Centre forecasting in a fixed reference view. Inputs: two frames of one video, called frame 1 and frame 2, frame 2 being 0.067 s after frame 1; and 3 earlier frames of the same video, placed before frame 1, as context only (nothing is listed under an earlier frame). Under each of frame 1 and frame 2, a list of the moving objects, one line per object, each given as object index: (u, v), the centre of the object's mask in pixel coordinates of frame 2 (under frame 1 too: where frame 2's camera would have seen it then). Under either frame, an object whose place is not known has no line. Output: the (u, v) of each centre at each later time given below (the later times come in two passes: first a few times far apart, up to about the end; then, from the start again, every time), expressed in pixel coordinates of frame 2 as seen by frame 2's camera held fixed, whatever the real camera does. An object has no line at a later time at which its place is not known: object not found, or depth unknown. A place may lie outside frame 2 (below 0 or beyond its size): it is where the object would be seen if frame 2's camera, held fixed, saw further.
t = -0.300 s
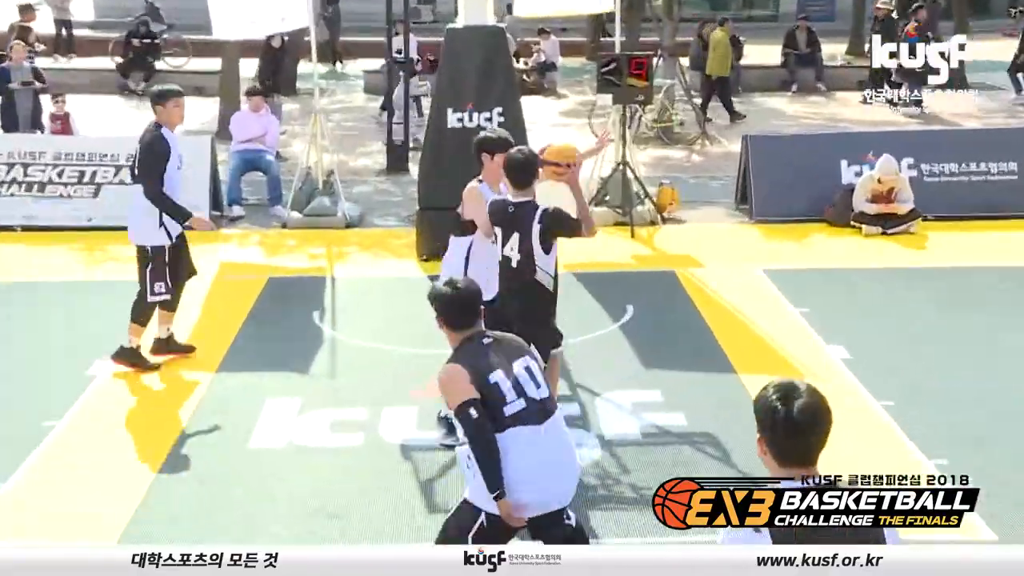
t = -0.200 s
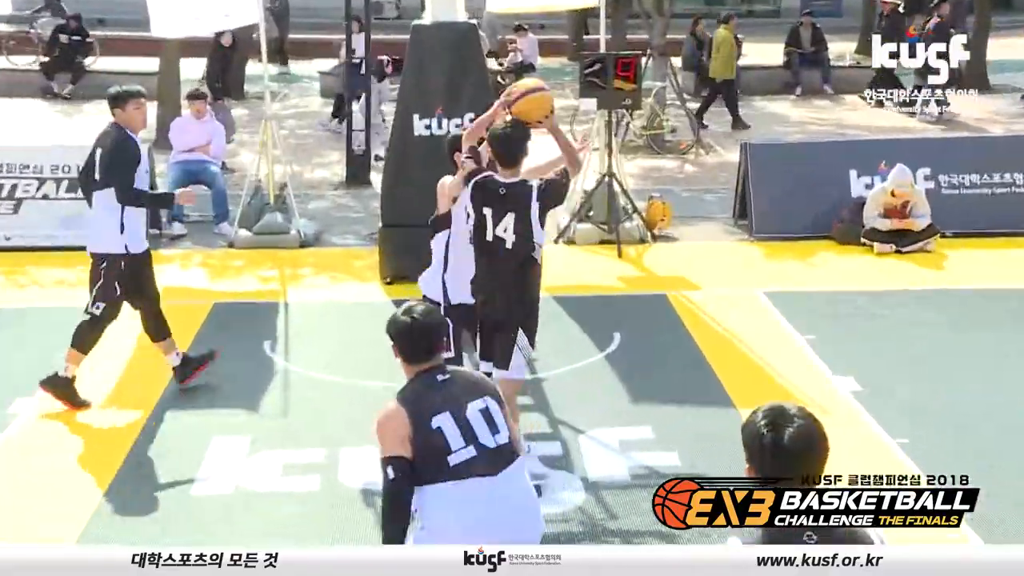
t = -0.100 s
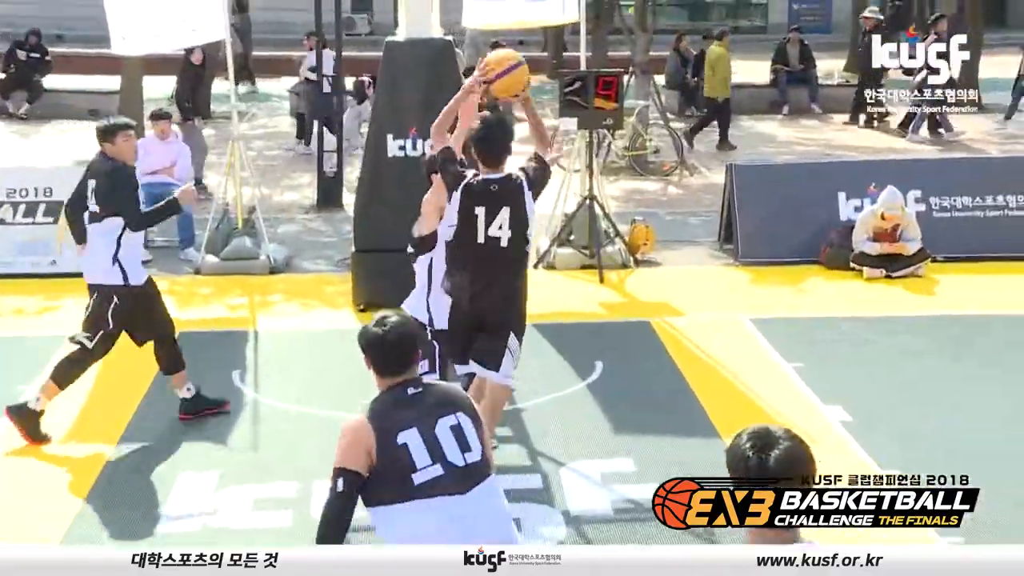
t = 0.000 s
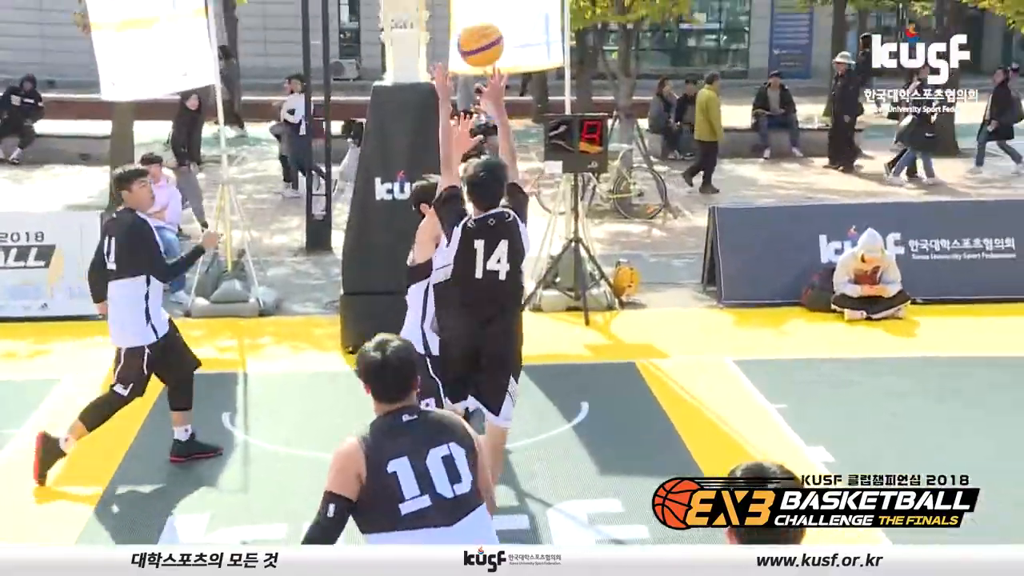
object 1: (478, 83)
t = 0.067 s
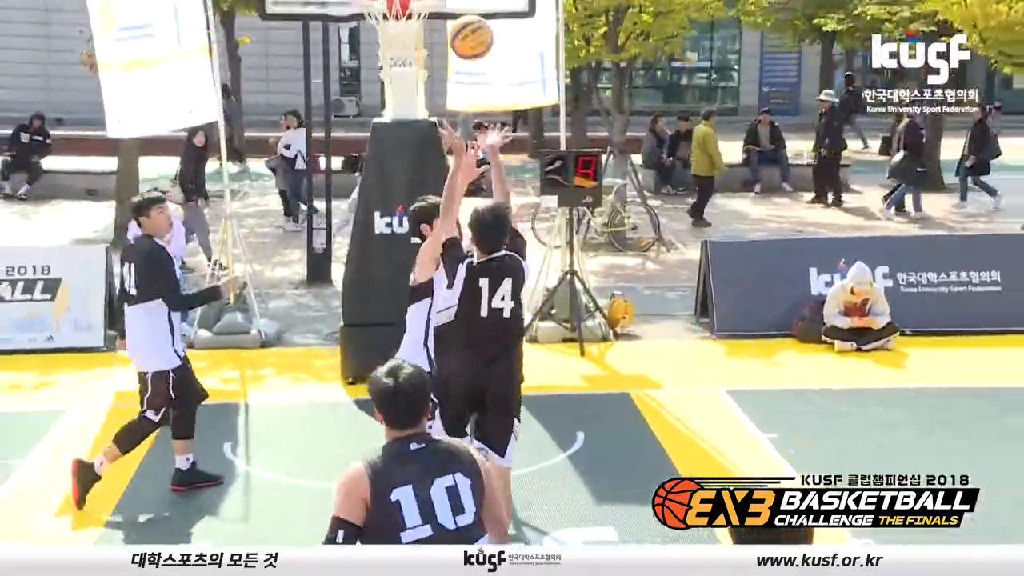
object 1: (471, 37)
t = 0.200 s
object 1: (459, -15)
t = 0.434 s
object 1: (440, -26)
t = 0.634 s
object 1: (431, 34)
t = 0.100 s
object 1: (468, 21)
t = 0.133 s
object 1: (466, 7)
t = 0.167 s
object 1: (462, -5)
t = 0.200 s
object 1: (459, -15)
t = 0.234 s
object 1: (456, -23)
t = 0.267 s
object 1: (453, -28)
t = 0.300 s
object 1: (451, -32)
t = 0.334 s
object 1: (448, -33)
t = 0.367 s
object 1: (445, -33)
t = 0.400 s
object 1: (442, -31)
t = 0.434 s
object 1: (440, -26)
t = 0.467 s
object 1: (437, -20)
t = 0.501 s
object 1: (435, -13)
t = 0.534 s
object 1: (433, -3)
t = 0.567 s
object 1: (431, 6)
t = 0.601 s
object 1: (431, 20)
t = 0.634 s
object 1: (431, 34)
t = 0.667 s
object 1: (432, 50)
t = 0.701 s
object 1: (432, 67)
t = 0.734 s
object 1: (432, 84)
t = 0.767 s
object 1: (432, 105)
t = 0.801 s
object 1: (431, 125)
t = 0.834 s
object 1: (432, 146)
